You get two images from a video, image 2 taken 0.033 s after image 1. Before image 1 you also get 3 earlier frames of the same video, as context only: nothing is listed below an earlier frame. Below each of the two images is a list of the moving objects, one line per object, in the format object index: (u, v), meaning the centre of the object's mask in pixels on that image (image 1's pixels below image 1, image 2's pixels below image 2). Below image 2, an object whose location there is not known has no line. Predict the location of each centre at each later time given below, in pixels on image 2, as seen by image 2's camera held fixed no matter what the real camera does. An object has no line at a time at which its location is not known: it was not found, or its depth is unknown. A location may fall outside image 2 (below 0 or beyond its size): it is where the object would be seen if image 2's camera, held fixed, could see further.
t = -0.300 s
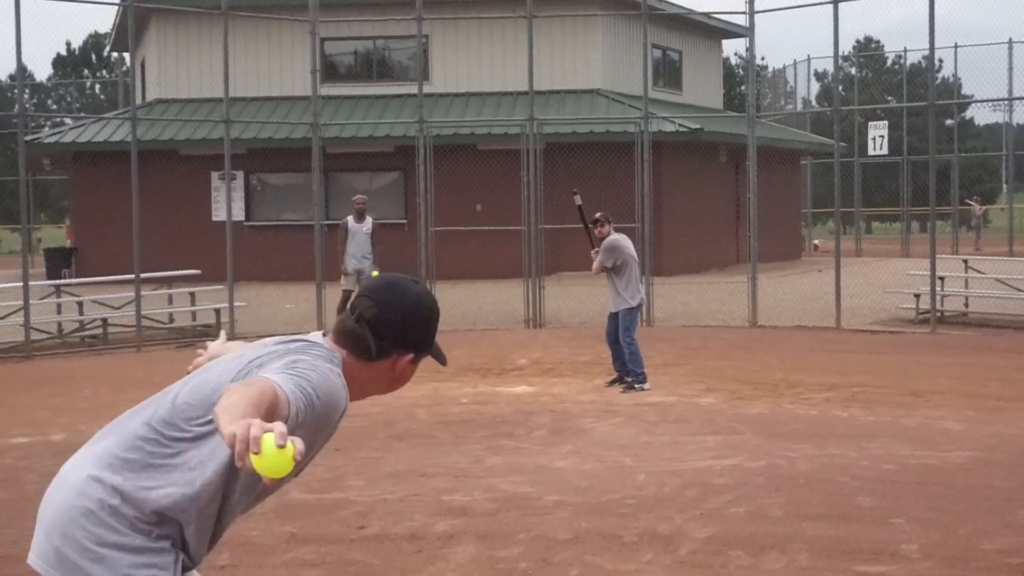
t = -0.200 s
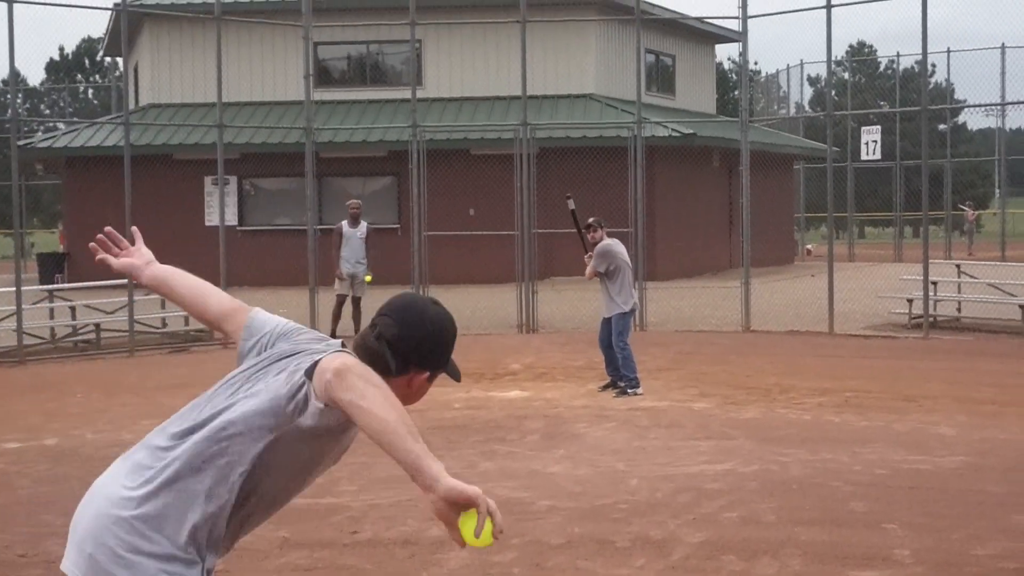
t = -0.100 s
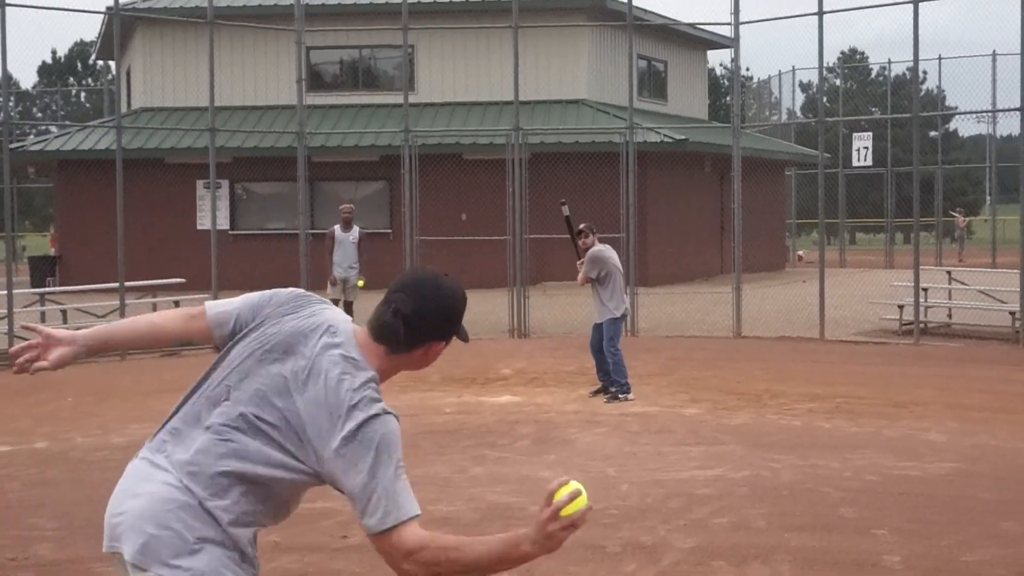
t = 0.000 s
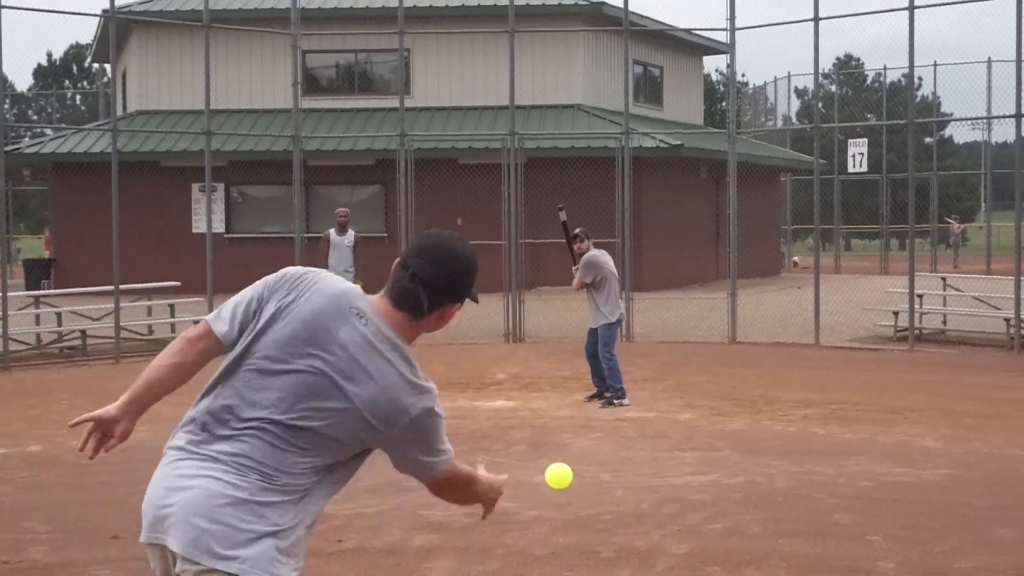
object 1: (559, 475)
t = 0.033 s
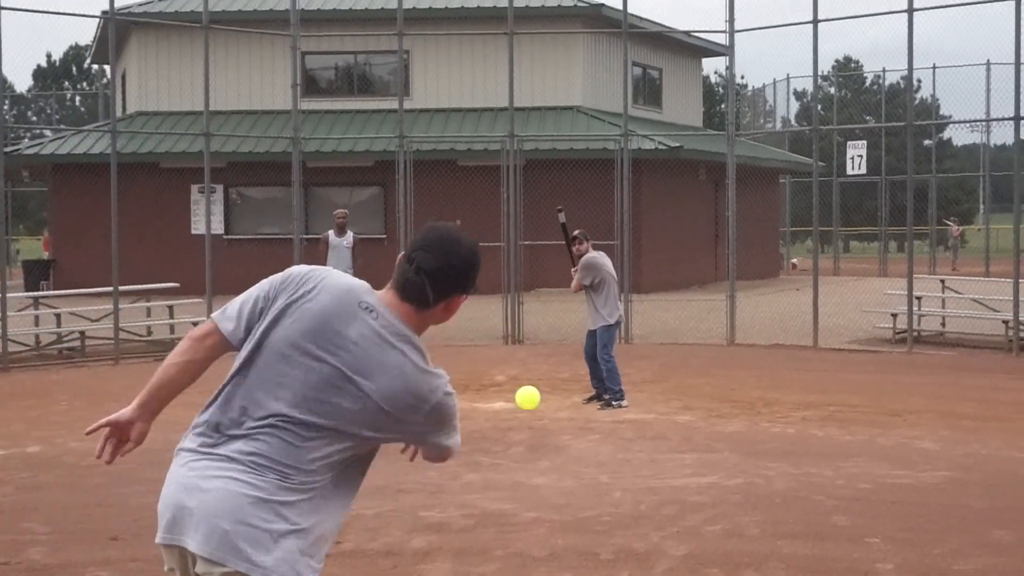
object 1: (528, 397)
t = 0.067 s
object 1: (507, 338)
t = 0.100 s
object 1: (491, 294)
